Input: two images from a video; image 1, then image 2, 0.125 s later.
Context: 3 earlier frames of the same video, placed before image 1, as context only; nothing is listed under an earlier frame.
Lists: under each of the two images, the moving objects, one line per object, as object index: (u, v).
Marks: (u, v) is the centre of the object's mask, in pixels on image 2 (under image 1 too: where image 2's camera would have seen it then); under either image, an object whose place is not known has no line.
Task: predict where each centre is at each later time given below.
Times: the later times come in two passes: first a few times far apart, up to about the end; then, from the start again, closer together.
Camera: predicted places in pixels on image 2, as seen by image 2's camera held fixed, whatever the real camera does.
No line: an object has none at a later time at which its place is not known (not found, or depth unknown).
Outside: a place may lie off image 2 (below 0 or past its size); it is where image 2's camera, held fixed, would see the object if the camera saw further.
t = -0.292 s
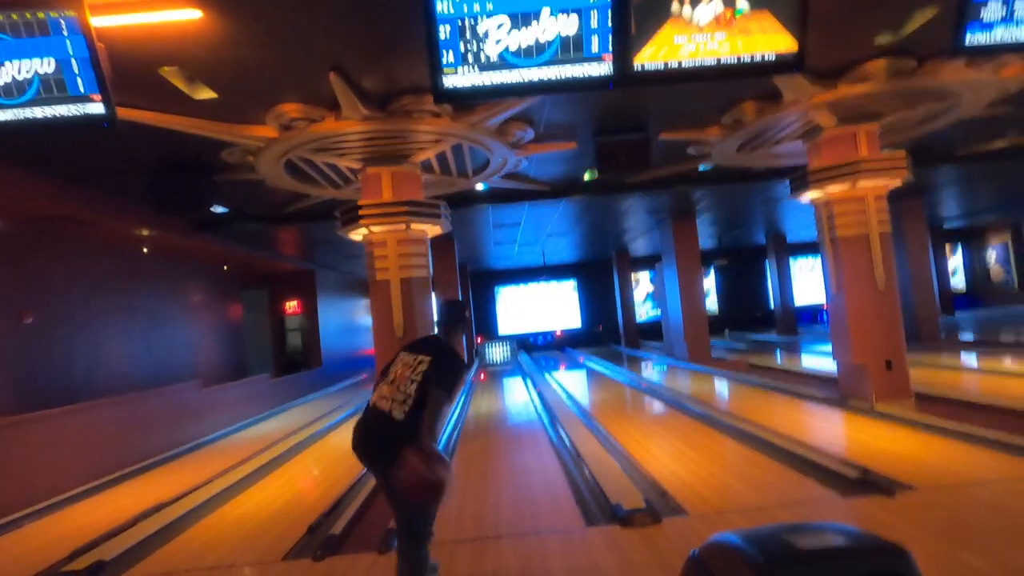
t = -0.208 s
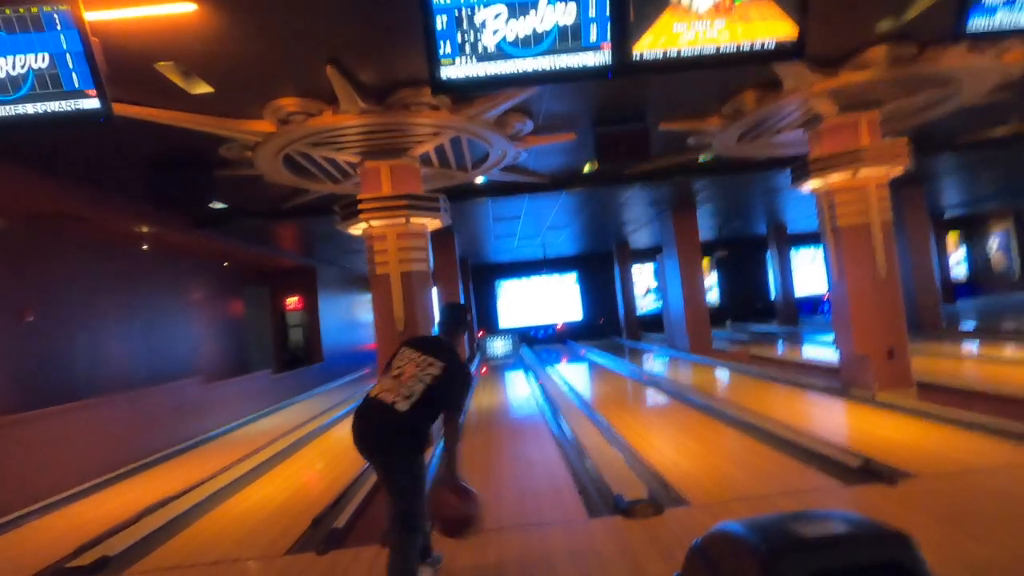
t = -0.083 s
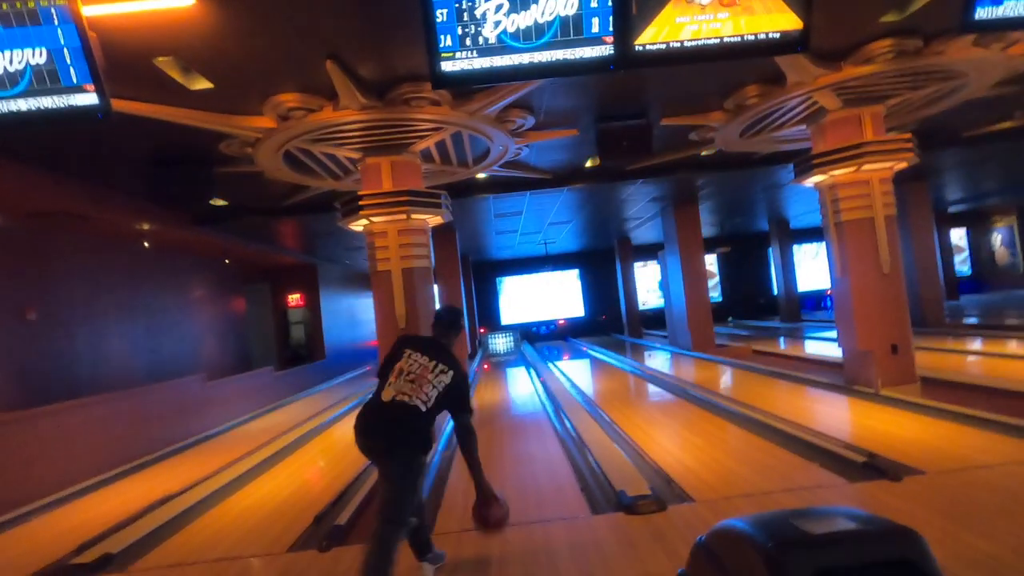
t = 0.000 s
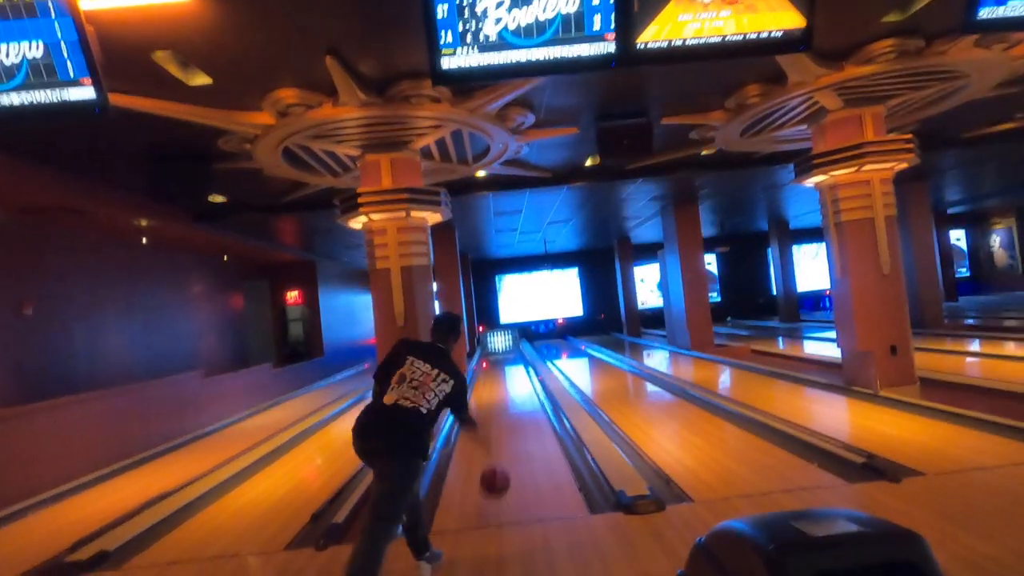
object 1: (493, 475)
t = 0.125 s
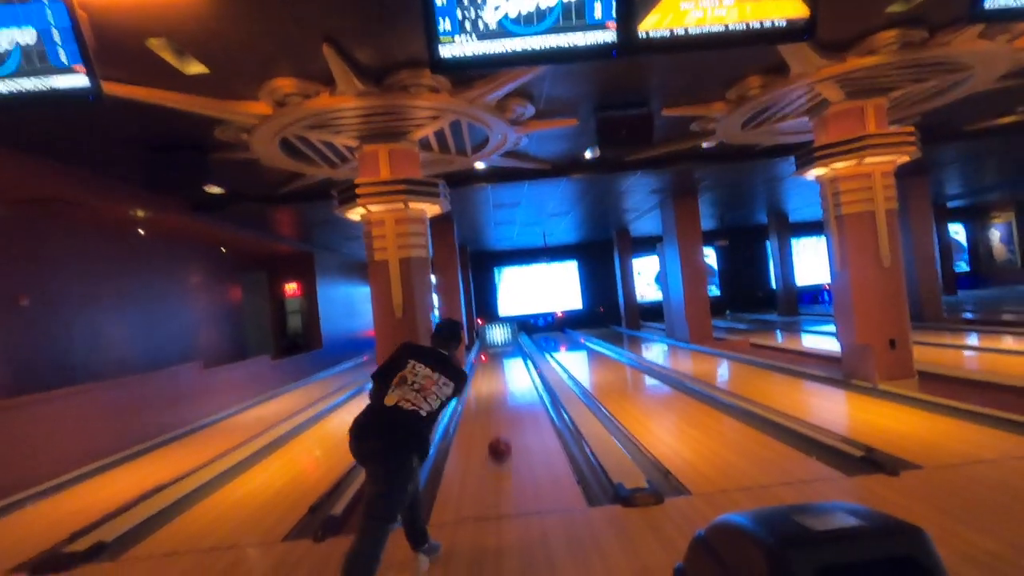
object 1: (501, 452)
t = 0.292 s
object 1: (505, 418)
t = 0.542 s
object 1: (508, 388)
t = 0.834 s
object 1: (510, 368)
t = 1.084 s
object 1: (512, 358)
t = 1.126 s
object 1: (512, 356)
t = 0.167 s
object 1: (502, 442)
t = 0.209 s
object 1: (504, 433)
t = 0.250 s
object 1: (504, 425)
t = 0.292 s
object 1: (505, 418)
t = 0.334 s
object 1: (505, 411)
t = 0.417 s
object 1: (507, 400)
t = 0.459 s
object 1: (507, 395)
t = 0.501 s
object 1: (507, 392)
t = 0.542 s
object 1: (508, 388)
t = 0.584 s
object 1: (509, 384)
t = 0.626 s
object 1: (509, 382)
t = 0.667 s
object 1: (509, 378)
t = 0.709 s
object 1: (509, 376)
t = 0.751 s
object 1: (510, 373)
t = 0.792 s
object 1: (510, 371)
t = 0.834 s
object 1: (510, 368)
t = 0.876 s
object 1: (511, 366)
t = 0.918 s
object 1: (511, 364)
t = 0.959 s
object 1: (511, 363)
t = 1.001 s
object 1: (511, 360)
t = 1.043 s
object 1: (512, 359)
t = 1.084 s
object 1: (512, 358)
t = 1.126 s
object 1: (512, 356)
